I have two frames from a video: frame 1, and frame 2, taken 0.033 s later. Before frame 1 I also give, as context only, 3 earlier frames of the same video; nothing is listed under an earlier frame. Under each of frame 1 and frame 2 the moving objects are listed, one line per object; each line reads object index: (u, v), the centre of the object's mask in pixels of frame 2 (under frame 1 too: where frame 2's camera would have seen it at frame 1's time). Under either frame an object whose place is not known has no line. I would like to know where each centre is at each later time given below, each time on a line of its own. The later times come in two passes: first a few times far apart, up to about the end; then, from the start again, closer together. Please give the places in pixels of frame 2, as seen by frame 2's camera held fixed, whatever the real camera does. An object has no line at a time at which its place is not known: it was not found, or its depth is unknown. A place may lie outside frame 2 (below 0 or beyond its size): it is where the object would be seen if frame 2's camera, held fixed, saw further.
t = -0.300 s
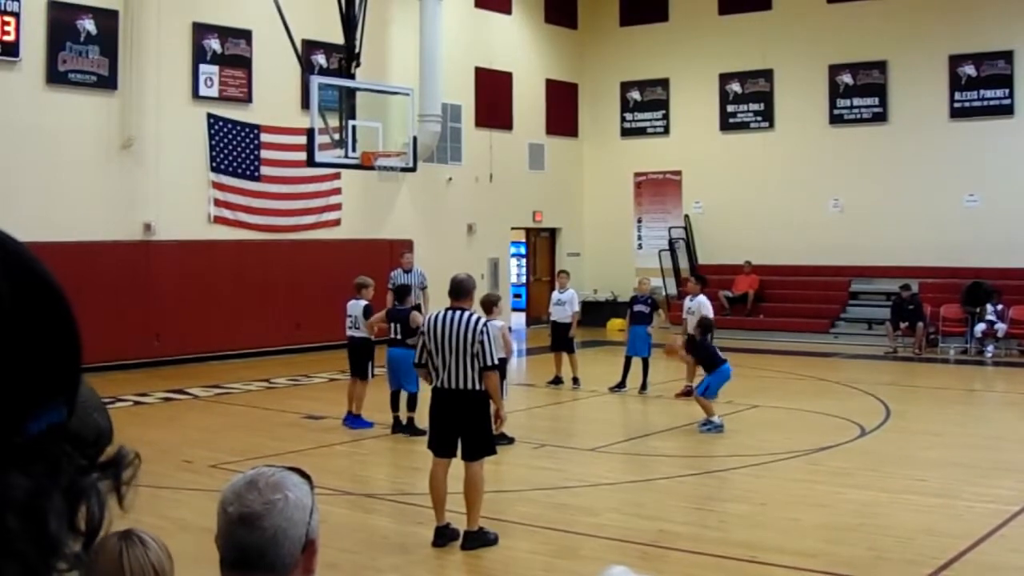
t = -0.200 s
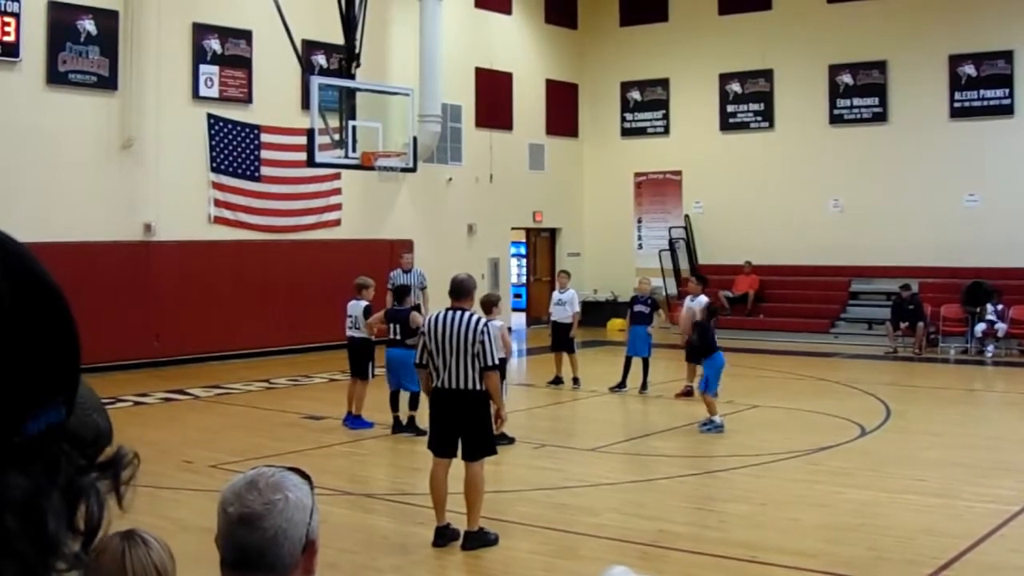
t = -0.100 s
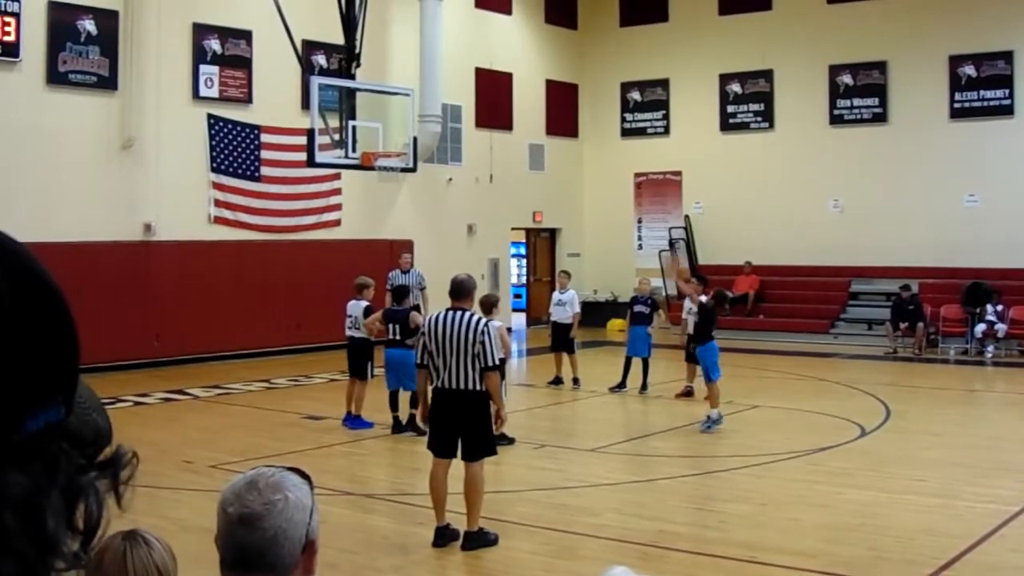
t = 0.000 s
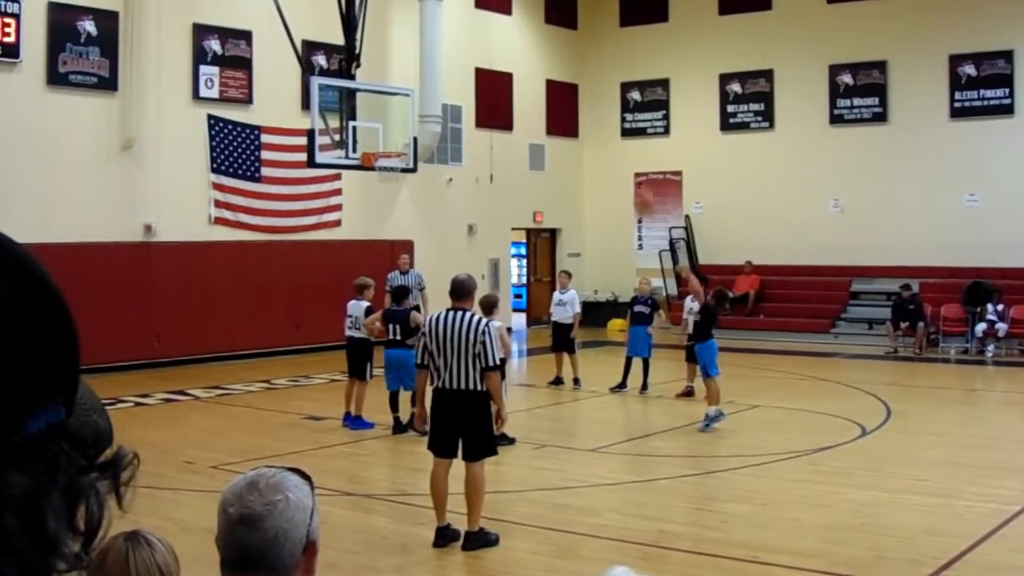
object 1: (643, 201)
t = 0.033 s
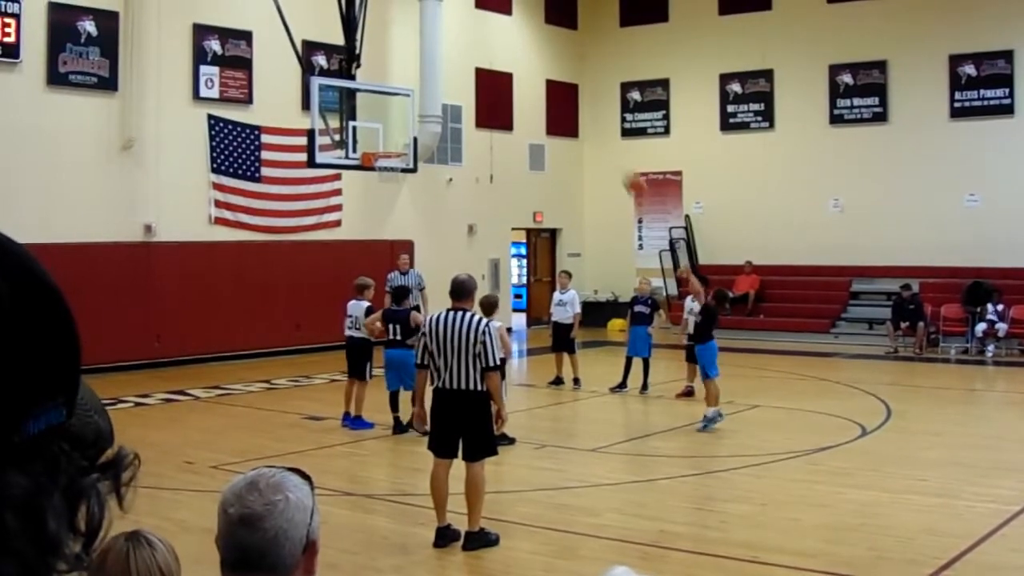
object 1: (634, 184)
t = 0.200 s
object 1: (586, 111)
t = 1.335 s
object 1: (378, 163)
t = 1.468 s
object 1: (374, 166)
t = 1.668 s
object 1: (387, 182)
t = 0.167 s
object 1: (595, 123)
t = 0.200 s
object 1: (586, 111)
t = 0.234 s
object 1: (575, 97)
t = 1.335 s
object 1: (378, 163)
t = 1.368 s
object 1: (371, 164)
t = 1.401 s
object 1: (370, 165)
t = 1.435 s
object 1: (372, 165)
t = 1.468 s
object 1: (374, 166)
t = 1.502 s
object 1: (376, 168)
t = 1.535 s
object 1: (378, 170)
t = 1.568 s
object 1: (379, 172)
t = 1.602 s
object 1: (382, 175)
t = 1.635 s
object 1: (384, 178)
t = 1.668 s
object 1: (387, 182)
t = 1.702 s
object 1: (390, 187)
